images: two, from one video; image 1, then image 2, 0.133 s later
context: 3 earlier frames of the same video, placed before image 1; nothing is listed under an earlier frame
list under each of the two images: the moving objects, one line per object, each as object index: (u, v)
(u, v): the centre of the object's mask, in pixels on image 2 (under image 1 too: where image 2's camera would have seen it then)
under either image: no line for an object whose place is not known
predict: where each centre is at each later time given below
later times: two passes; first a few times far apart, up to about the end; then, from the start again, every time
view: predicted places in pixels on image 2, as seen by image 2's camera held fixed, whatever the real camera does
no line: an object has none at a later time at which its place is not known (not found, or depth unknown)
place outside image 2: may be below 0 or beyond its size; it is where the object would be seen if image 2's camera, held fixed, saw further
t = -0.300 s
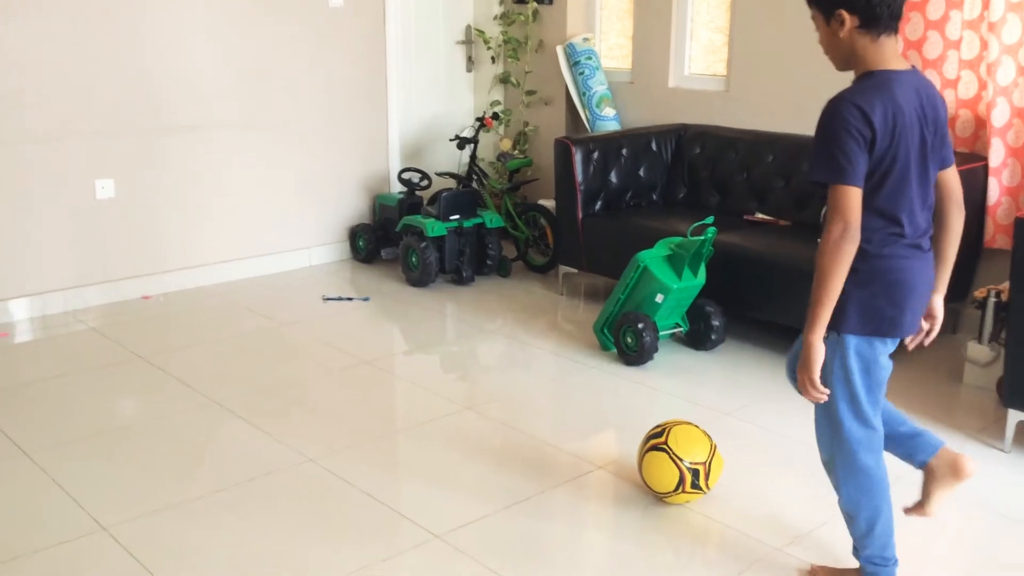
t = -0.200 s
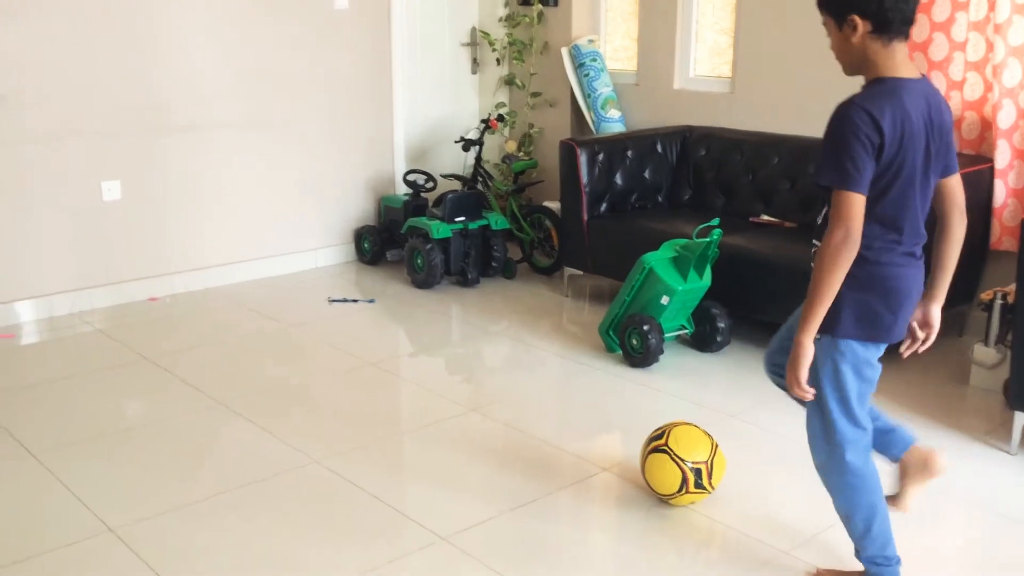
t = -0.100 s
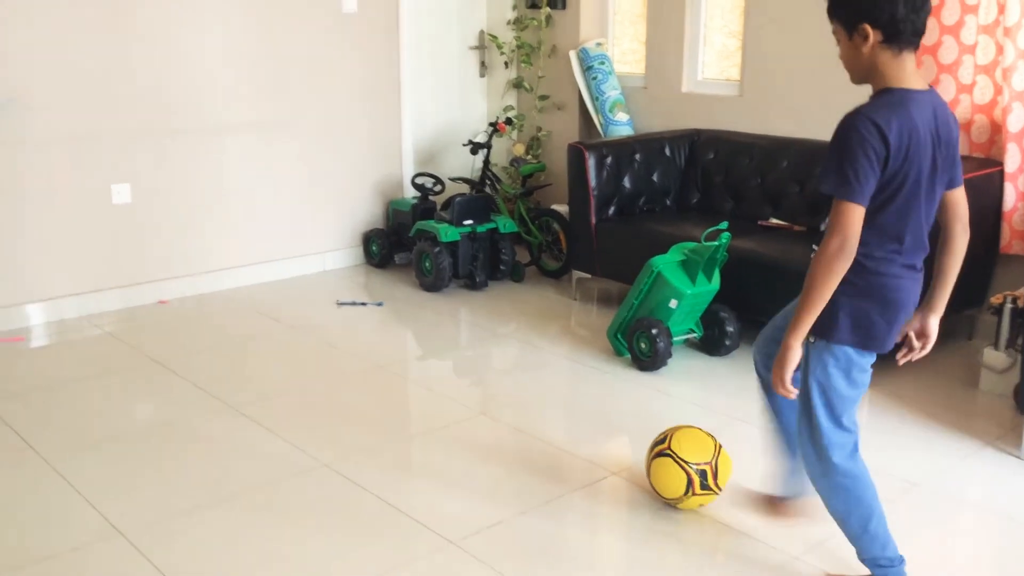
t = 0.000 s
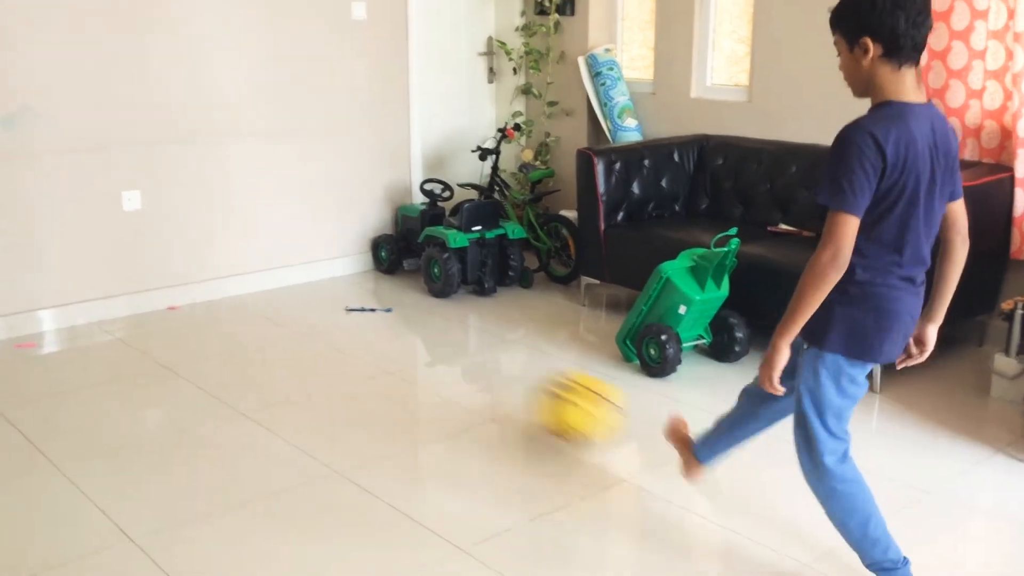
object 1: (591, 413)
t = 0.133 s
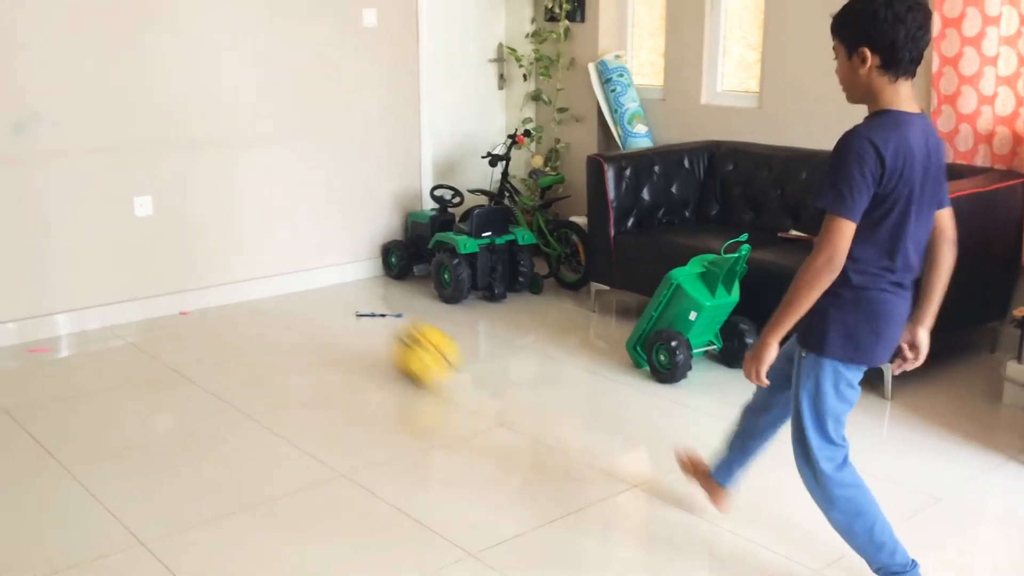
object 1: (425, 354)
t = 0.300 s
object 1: (297, 302)
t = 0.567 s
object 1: (322, 265)
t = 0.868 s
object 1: (455, 337)
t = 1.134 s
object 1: (533, 379)
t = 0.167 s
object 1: (395, 336)
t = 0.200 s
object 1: (369, 324)
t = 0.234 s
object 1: (344, 313)
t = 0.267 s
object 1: (319, 306)
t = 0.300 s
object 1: (297, 302)
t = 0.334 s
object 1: (276, 291)
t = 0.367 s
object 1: (255, 282)
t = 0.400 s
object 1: (255, 274)
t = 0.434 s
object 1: (266, 267)
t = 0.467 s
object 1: (283, 263)
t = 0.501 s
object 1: (296, 262)
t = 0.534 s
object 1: (308, 262)
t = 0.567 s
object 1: (322, 265)
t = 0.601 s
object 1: (337, 271)
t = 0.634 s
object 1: (354, 278)
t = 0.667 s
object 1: (371, 291)
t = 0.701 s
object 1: (387, 303)
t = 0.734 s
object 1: (404, 320)
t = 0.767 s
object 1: (422, 341)
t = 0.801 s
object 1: (436, 348)
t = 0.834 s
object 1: (445, 341)
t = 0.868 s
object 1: (455, 337)
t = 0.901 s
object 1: (464, 337)
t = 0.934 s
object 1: (473, 338)
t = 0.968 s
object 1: (484, 342)
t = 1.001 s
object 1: (494, 350)
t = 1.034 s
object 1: (505, 360)
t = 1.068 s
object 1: (515, 374)
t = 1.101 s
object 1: (525, 383)
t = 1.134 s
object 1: (533, 379)
